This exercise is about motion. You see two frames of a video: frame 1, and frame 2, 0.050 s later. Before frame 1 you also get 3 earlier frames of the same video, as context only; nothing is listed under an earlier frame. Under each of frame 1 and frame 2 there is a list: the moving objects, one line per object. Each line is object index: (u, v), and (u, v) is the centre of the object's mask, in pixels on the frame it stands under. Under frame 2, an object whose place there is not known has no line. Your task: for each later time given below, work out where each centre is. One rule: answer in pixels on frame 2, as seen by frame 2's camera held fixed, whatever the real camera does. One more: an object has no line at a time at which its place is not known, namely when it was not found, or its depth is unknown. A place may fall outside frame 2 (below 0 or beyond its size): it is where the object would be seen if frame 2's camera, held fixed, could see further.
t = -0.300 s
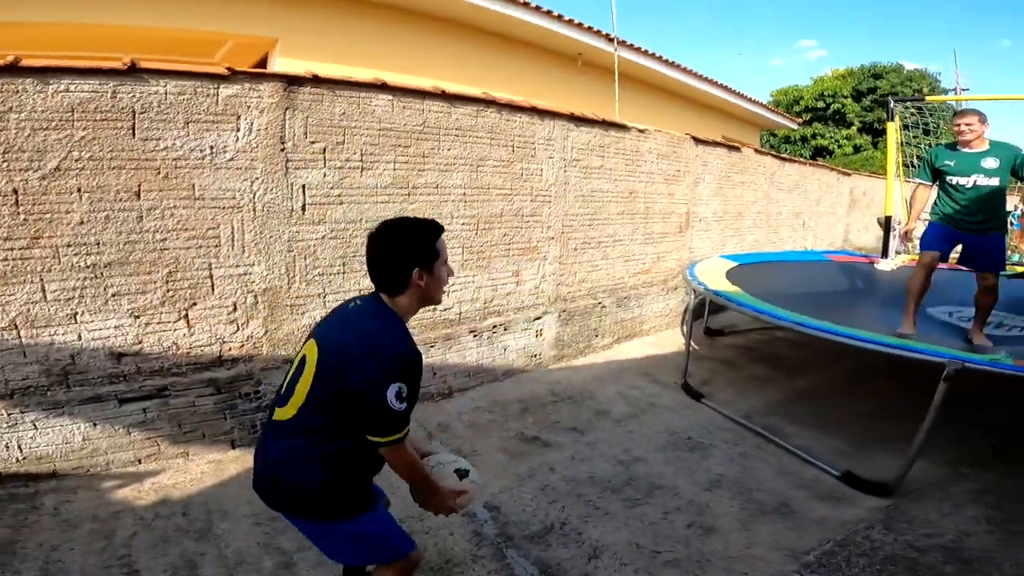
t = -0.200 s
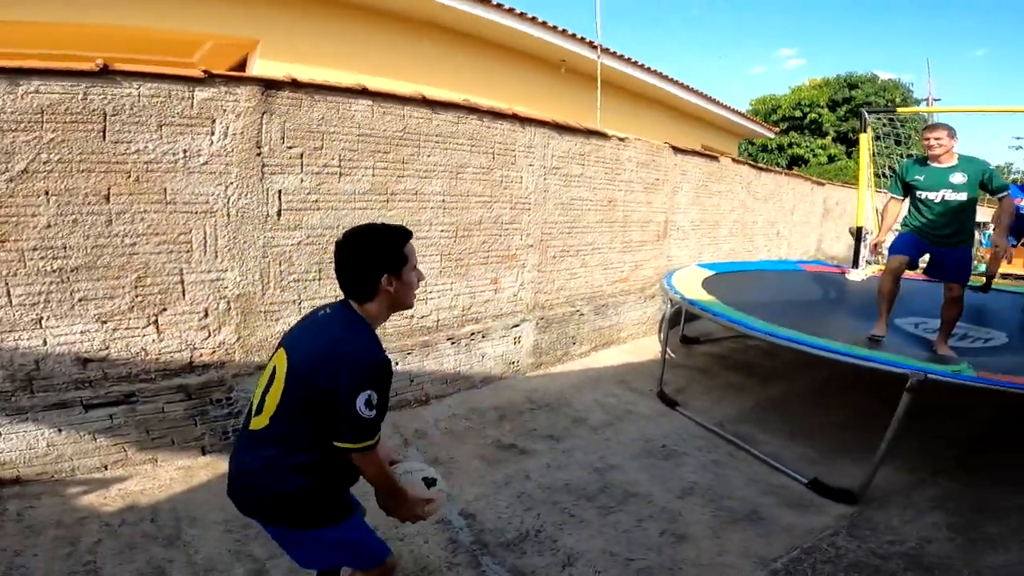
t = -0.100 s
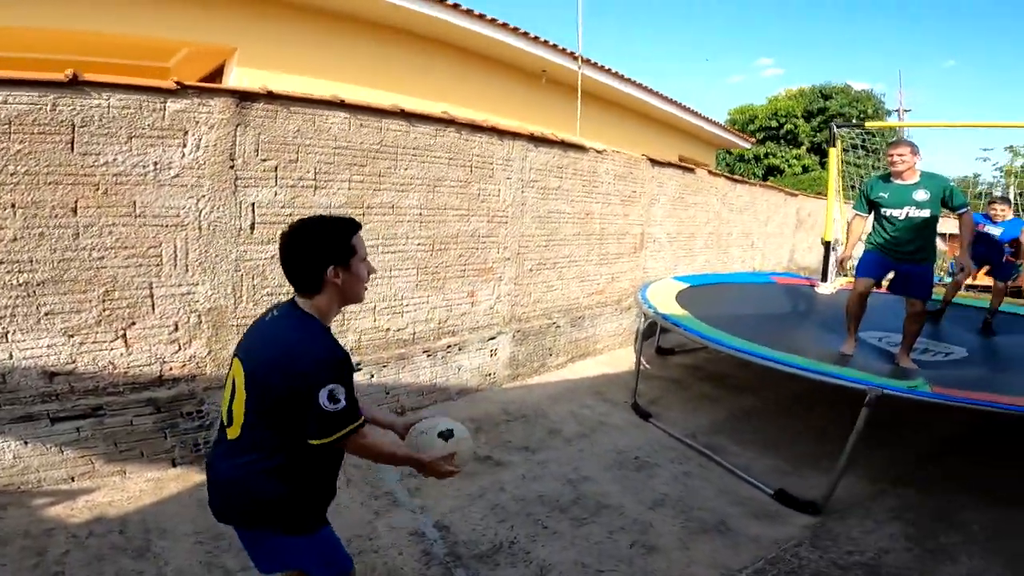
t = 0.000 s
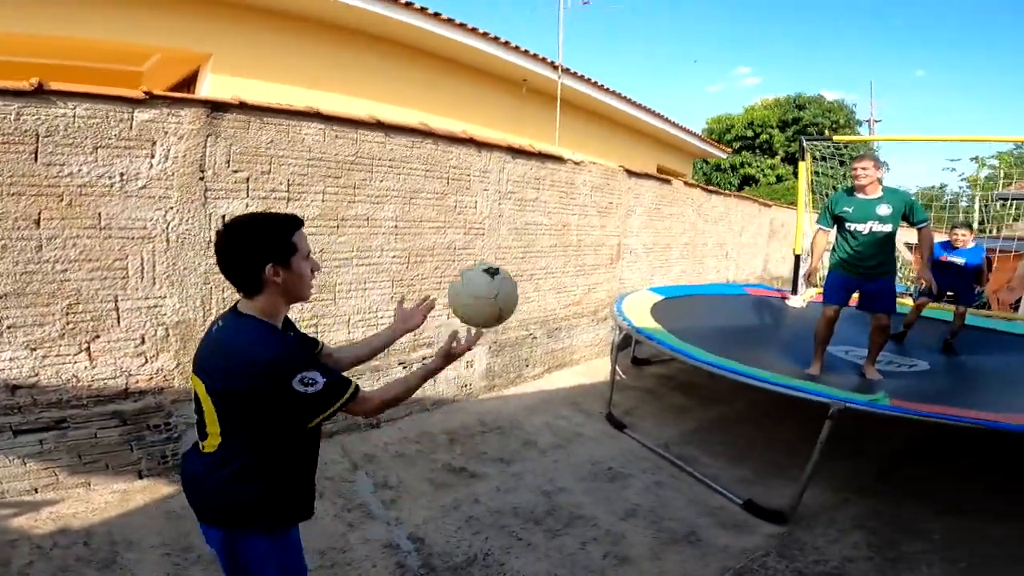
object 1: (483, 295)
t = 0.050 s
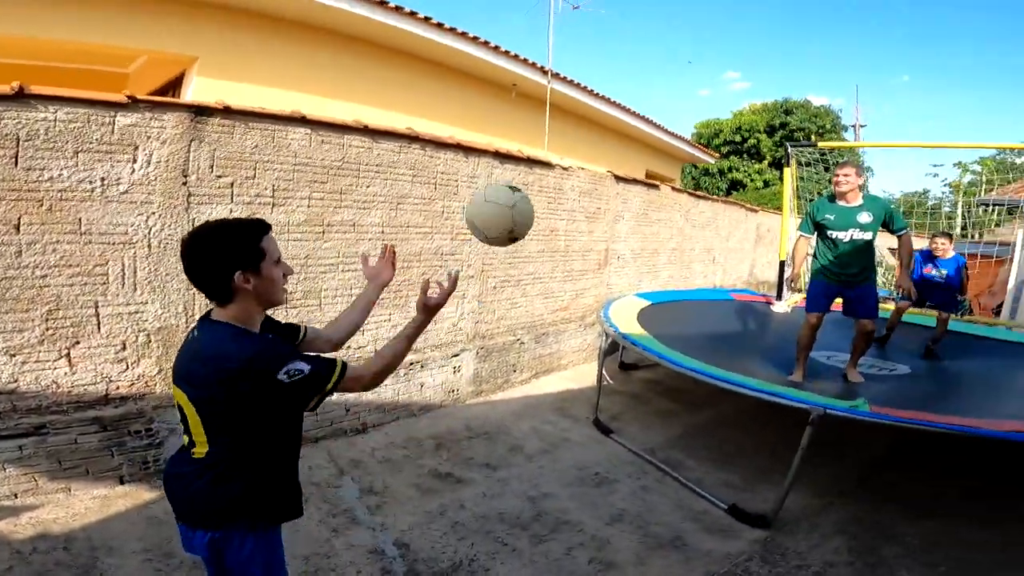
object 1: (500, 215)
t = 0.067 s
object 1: (508, 188)
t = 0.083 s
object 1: (517, 164)
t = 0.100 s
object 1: (525, 142)
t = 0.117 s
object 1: (533, 123)
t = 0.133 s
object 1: (539, 105)
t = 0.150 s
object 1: (546, 89)
